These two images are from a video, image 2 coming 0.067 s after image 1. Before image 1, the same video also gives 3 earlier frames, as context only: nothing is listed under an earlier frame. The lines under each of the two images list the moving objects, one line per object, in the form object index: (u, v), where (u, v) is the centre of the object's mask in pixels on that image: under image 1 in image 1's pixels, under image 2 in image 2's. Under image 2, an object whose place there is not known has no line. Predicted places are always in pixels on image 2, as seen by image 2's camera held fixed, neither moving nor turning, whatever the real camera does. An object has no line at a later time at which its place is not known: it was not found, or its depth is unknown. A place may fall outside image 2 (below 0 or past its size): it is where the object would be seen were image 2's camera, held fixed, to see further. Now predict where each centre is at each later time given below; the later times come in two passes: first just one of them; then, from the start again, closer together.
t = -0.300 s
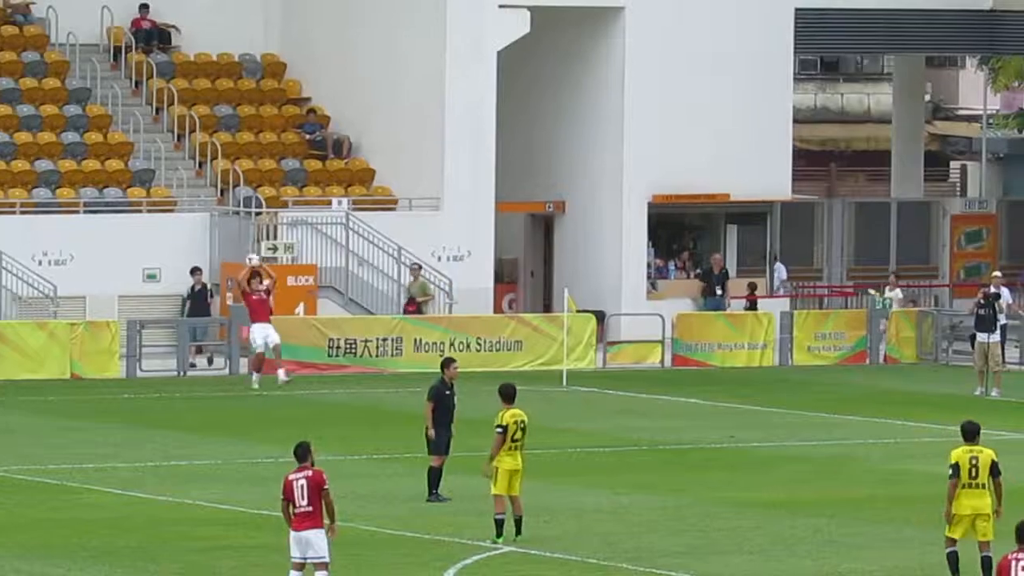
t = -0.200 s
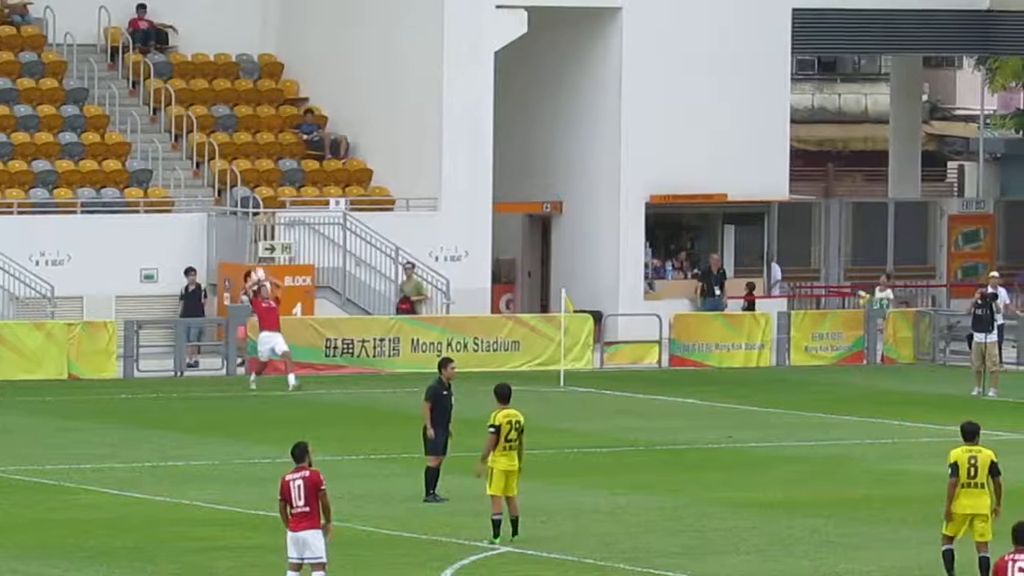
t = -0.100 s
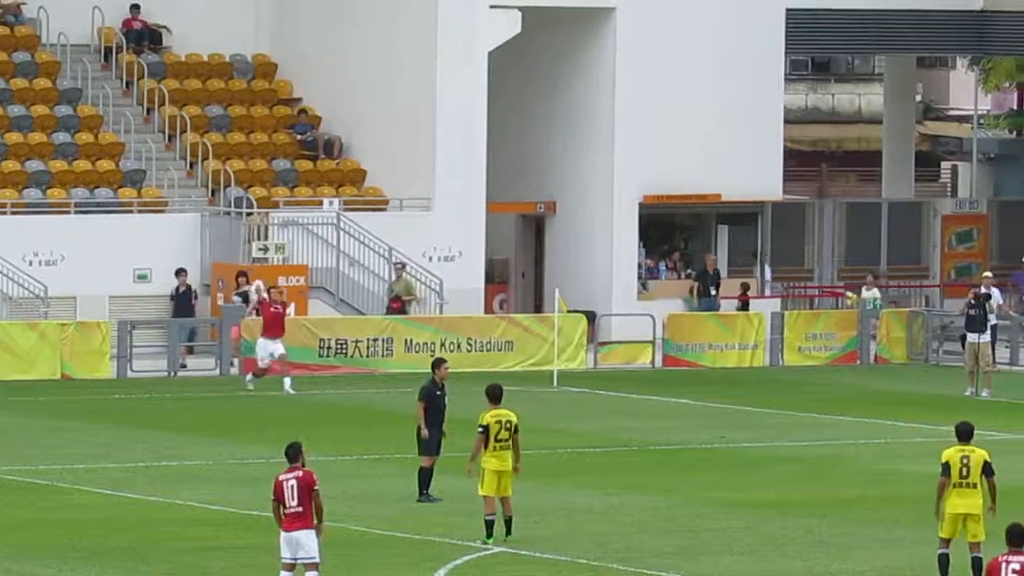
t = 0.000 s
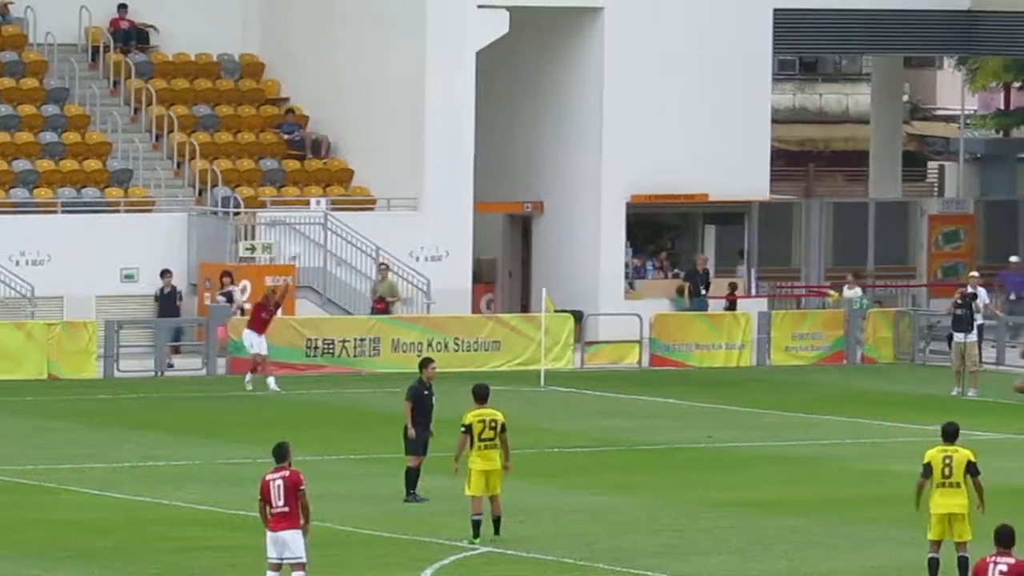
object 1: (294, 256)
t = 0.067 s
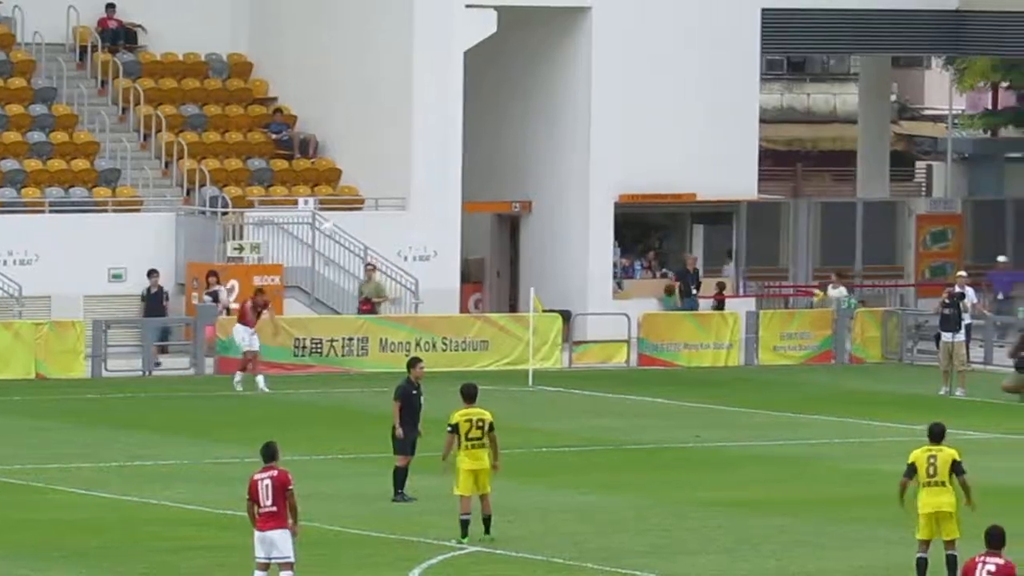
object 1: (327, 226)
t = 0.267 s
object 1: (480, 172)
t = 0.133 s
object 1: (379, 209)
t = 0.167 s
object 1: (404, 199)
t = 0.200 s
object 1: (430, 192)
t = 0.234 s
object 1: (455, 182)
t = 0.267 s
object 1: (480, 172)
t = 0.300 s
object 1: (505, 164)
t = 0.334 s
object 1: (531, 157)
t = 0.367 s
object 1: (557, 149)
